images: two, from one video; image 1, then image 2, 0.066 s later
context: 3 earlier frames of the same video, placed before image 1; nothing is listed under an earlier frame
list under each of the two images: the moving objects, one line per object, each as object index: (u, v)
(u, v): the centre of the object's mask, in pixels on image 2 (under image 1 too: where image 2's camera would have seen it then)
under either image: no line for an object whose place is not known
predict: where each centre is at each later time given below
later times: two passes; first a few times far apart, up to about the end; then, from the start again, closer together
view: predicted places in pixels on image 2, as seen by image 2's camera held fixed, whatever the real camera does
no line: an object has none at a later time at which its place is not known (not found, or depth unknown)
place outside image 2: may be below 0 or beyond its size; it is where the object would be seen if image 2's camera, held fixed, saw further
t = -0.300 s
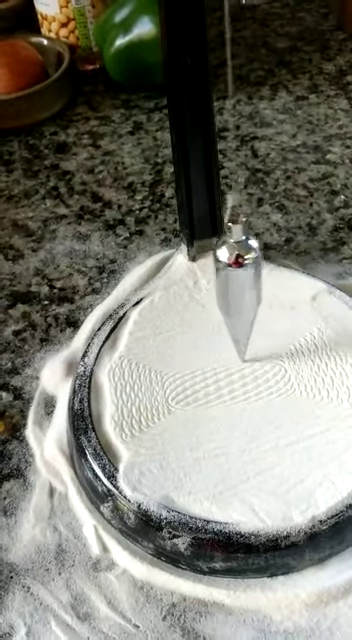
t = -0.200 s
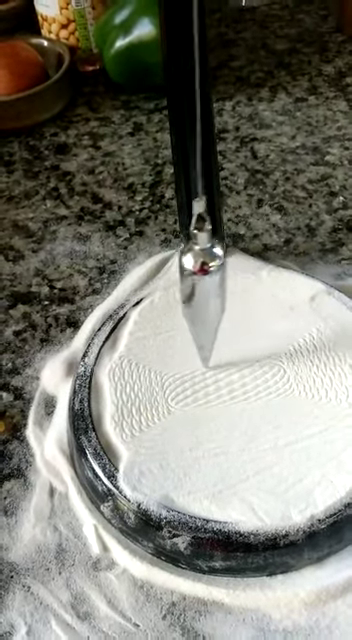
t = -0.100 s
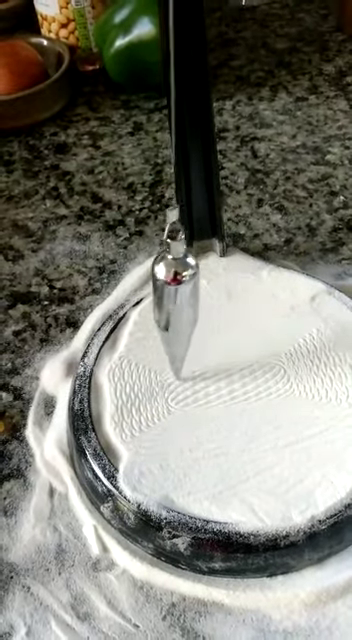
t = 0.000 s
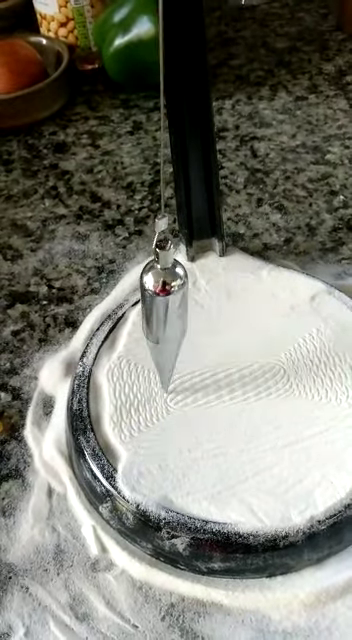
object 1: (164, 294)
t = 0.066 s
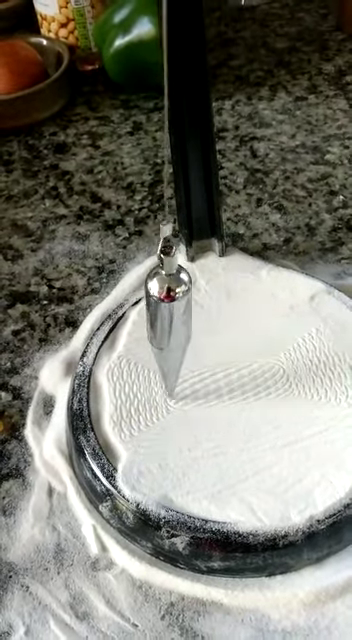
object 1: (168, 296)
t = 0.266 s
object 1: (225, 314)
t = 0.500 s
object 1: (280, 290)
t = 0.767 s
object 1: (224, 279)
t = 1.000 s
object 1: (164, 285)
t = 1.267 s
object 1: (213, 295)
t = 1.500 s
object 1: (279, 299)
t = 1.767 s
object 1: (236, 284)
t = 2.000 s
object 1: (167, 286)
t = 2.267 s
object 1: (201, 289)
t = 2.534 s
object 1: (281, 301)
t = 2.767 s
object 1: (249, 290)
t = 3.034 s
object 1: (166, 274)
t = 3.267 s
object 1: (190, 286)
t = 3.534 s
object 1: (275, 303)
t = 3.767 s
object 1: (260, 295)
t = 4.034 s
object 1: (171, 275)
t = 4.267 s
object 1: (180, 278)
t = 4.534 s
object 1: (267, 299)
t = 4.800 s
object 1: (260, 301)
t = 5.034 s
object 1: (180, 280)
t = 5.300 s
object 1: (181, 275)
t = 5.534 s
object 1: (257, 294)
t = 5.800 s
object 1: (270, 303)
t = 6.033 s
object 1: (190, 289)
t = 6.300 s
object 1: (173, 279)
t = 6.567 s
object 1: (255, 288)
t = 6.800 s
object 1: (275, 301)
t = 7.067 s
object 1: (190, 295)
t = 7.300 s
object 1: (169, 277)
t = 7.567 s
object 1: (244, 281)
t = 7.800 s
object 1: (278, 296)
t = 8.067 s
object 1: (202, 298)
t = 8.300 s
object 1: (167, 282)
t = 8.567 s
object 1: (234, 279)
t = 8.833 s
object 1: (275, 282)
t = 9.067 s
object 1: (213, 314)
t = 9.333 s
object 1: (168, 289)
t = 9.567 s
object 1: (223, 274)
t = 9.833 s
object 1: (275, 280)
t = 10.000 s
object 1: (246, 304)
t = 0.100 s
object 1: (174, 311)
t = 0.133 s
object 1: (182, 300)
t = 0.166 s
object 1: (191, 302)
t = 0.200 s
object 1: (202, 300)
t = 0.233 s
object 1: (213, 302)
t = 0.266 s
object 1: (225, 314)
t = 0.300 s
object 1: (237, 312)
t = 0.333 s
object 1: (248, 310)
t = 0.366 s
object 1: (258, 306)
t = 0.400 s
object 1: (266, 304)
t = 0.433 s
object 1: (273, 299)
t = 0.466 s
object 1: (278, 294)
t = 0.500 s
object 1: (280, 290)
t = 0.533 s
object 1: (281, 288)
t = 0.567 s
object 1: (278, 285)
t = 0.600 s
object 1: (273, 282)
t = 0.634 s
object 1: (266, 280)
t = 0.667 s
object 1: (257, 277)
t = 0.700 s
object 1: (247, 279)
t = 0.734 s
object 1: (236, 279)
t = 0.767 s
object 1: (224, 279)
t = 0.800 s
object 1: (212, 270)
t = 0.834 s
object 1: (200, 271)
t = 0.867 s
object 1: (190, 274)
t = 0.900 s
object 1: (180, 275)
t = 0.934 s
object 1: (173, 288)
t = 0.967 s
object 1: (167, 290)
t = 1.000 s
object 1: (164, 285)
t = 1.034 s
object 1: (163, 286)
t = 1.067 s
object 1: (164, 290)
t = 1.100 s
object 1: (168, 289)
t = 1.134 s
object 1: (174, 305)
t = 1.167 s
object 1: (182, 295)
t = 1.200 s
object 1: (191, 296)
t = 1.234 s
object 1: (201, 296)
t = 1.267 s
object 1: (213, 295)
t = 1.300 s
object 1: (226, 310)
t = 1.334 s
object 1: (237, 310)
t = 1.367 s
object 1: (248, 310)
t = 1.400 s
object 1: (259, 307)
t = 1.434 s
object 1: (268, 304)
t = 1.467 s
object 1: (275, 301)
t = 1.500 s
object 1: (279, 299)
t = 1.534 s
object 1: (282, 296)
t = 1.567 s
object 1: (282, 293)
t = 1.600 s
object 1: (279, 290)
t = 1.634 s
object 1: (274, 290)
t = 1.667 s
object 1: (267, 287)
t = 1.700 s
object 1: (258, 285)
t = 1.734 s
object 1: (247, 284)
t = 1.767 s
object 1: (236, 284)
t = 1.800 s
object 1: (224, 282)
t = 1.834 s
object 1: (211, 273)
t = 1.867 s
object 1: (200, 274)
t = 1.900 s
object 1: (189, 274)
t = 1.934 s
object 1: (180, 273)
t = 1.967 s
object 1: (172, 286)
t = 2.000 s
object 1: (167, 286)
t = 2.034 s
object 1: (163, 282)
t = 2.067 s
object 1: (162, 284)
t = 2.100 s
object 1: (164, 282)
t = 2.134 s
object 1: (167, 282)
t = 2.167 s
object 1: (174, 300)
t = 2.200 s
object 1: (181, 287)
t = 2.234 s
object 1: (191, 291)
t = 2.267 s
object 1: (201, 289)
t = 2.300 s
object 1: (213, 294)
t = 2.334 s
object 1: (226, 306)
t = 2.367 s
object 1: (238, 307)
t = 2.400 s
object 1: (249, 307)
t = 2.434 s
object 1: (259, 307)
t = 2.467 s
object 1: (268, 305)
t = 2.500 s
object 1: (276, 304)
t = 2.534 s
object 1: (281, 301)
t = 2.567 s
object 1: (283, 300)
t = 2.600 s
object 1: (283, 299)
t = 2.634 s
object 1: (281, 296)
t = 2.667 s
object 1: (276, 294)
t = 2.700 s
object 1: (269, 292)
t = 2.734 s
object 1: (260, 289)
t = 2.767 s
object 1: (249, 290)
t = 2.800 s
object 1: (237, 288)
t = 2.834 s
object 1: (225, 287)
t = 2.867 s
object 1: (212, 274)
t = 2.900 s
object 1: (200, 275)
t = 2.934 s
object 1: (190, 276)
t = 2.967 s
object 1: (180, 274)
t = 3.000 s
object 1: (172, 278)
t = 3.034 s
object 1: (166, 274)
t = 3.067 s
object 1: (163, 278)
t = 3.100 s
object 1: (162, 276)
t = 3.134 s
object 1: (164, 278)
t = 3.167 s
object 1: (167, 278)
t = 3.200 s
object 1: (173, 294)
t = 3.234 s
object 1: (181, 286)
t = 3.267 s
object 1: (190, 286)
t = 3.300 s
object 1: (201, 287)
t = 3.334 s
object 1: (212, 289)
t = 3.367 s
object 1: (225, 302)
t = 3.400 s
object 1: (237, 302)
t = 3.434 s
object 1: (249, 303)
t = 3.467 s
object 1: (259, 304)
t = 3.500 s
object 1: (268, 303)
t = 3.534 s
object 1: (275, 303)
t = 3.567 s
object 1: (281, 304)
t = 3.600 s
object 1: (283, 302)
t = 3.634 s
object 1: (284, 301)
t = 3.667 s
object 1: (282, 299)
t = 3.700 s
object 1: (277, 298)
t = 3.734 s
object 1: (270, 296)
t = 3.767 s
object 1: (260, 295)
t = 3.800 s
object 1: (249, 296)
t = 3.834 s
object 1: (237, 295)
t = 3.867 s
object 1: (225, 293)
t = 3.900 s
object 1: (212, 283)
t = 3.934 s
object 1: (200, 277)
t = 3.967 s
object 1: (189, 277)
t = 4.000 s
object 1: (179, 278)
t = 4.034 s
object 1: (171, 275)
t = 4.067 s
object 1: (166, 269)
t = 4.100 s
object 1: (162, 277)
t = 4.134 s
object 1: (161, 276)
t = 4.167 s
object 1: (163, 275)
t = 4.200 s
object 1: (166, 279)
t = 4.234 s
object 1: (172, 278)
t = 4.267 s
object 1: (180, 278)
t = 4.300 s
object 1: (189, 280)
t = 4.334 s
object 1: (200, 279)
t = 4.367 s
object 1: (211, 283)
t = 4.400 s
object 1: (223, 287)
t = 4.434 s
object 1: (235, 297)
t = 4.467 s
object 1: (246, 299)
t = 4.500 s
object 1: (257, 300)
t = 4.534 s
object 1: (267, 299)
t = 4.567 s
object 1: (274, 300)
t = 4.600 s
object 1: (280, 300)
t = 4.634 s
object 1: (283, 302)
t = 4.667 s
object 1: (283, 302)
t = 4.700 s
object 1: (281, 302)
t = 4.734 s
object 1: (276, 302)
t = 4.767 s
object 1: (269, 302)
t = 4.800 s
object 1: (260, 301)
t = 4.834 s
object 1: (249, 301)
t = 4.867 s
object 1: (238, 300)
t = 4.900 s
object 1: (225, 299)
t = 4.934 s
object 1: (212, 288)
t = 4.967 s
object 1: (200, 284)
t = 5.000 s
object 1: (189, 284)
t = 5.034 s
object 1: (180, 280)
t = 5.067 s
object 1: (172, 290)
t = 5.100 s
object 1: (167, 288)
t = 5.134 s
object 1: (164, 271)
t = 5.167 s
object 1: (163, 273)
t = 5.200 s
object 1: (164, 277)
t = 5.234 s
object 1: (167, 273)
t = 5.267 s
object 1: (173, 286)
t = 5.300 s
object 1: (181, 275)
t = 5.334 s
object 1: (190, 276)
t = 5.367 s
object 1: (200, 276)
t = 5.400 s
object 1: (211, 278)
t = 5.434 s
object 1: (223, 291)
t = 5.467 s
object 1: (235, 292)
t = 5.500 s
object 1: (246, 290)
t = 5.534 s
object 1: (257, 294)
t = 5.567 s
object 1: (266, 295)
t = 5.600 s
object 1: (273, 296)
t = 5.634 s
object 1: (279, 298)
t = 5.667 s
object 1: (282, 298)
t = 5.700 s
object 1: (283, 300)
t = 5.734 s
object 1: (281, 301)
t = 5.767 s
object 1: (276, 302)
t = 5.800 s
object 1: (270, 303)
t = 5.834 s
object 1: (261, 305)
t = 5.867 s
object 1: (251, 304)
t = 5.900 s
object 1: (239, 305)
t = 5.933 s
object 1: (226, 306)
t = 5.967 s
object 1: (213, 289)
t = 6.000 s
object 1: (201, 291)
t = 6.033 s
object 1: (190, 289)
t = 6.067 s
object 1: (181, 289)
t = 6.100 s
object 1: (173, 295)
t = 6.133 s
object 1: (167, 281)
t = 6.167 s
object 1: (164, 283)
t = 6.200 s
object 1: (163, 281)
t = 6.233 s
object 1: (164, 279)
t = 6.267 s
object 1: (168, 275)
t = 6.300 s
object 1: (173, 279)
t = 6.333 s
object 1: (181, 273)
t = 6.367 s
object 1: (190, 272)
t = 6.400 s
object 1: (200, 272)
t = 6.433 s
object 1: (211, 274)
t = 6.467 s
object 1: (222, 279)
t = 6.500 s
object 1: (234, 285)
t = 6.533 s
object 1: (245, 286)
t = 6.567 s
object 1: (255, 288)
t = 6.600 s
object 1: (264, 289)
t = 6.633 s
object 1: (271, 292)
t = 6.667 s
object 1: (277, 294)
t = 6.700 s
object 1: (280, 297)
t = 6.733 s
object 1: (281, 298)
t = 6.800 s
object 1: (275, 301)
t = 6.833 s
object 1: (268, 305)
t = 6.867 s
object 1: (260, 306)
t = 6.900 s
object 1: (249, 309)
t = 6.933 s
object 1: (238, 309)
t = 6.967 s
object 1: (226, 309)
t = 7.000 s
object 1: (213, 296)
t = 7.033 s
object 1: (201, 294)
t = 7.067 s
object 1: (190, 295)
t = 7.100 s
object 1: (181, 292)
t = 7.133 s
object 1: (173, 289)
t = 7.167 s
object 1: (168, 289)
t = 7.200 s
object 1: (164, 282)
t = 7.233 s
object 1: (164, 285)
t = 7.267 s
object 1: (165, 277)
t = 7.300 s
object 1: (169, 277)
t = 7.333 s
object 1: (174, 277)
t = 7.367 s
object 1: (182, 273)
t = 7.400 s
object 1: (190, 272)
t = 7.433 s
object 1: (200, 270)
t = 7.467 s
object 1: (211, 270)
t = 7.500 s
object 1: (222, 277)
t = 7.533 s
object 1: (233, 280)
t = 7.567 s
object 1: (244, 281)
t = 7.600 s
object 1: (253, 282)
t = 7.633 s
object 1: (263, 283)
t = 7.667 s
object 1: (270, 286)
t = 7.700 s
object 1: (275, 288)
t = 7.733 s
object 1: (278, 290)
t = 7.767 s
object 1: (279, 292)
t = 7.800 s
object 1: (278, 296)
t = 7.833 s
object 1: (274, 298)
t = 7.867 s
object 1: (267, 302)
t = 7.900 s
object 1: (259, 307)
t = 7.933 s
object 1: (249, 308)
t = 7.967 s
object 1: (238, 310)
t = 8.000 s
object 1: (226, 313)
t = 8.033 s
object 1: (214, 297)
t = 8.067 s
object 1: (202, 298)
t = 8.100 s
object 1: (192, 299)
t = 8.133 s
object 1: (182, 295)
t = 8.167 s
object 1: (175, 308)
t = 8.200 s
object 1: (170, 306)
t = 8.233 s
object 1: (166, 303)
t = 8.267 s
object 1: (166, 290)
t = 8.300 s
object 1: (167, 282)
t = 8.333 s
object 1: (170, 293)
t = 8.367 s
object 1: (176, 281)
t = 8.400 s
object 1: (183, 274)
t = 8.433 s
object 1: (192, 273)
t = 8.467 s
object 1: (201, 269)
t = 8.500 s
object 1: (212, 269)
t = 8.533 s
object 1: (223, 278)
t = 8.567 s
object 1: (234, 279)
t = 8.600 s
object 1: (244, 278)
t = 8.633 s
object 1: (254, 277)
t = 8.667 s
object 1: (262, 277)
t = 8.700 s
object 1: (269, 279)
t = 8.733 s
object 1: (274, 283)
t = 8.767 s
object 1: (276, 277)
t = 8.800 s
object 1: (277, 287)
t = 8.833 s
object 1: (275, 282)
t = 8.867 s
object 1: (272, 295)
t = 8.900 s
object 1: (266, 296)
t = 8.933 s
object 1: (257, 302)
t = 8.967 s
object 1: (248, 307)
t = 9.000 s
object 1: (237, 309)
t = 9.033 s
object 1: (225, 313)
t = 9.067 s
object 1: (213, 314)
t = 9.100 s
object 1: (201, 300)
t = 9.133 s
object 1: (191, 302)
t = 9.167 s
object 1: (182, 303)
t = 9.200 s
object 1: (175, 314)
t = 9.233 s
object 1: (170, 312)
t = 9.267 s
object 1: (167, 309)
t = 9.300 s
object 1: (166, 297)
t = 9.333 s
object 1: (168, 289)
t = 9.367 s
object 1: (172, 298)
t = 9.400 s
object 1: (177, 295)
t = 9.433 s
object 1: (184, 281)
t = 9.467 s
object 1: (193, 276)
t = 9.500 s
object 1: (203, 272)
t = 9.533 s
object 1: (213, 271)
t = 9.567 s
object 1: (223, 274)
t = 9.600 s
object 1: (234, 277)
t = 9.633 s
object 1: (244, 276)
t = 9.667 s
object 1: (253, 275)
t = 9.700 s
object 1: (261, 274)
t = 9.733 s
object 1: (267, 275)
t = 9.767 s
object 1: (272, 277)
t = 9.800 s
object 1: (275, 279)
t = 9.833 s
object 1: (275, 280)
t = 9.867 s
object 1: (273, 282)
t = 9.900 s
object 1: (269, 289)
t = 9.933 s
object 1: (263, 285)
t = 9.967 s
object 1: (256, 298)
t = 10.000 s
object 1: (246, 304)
